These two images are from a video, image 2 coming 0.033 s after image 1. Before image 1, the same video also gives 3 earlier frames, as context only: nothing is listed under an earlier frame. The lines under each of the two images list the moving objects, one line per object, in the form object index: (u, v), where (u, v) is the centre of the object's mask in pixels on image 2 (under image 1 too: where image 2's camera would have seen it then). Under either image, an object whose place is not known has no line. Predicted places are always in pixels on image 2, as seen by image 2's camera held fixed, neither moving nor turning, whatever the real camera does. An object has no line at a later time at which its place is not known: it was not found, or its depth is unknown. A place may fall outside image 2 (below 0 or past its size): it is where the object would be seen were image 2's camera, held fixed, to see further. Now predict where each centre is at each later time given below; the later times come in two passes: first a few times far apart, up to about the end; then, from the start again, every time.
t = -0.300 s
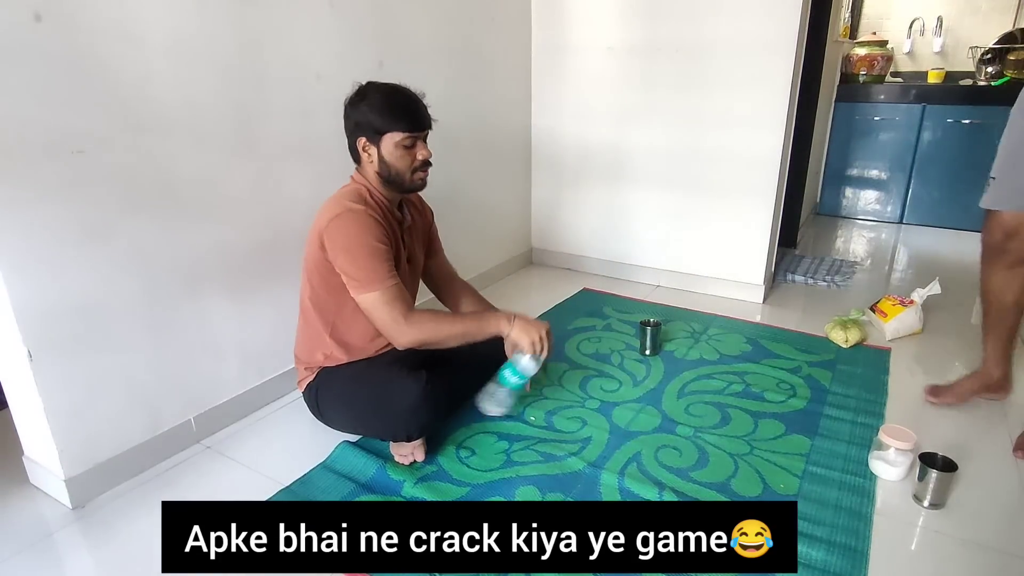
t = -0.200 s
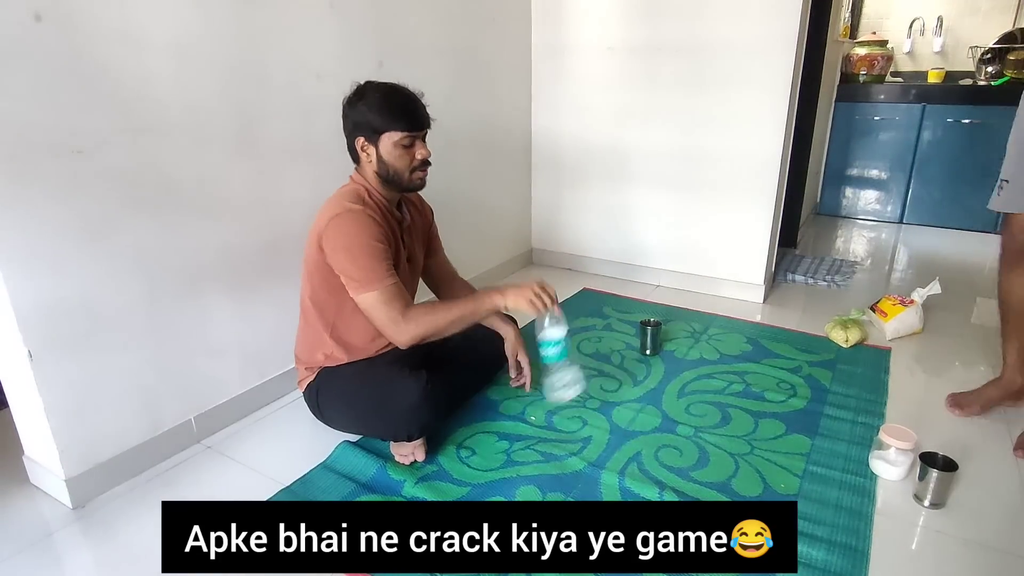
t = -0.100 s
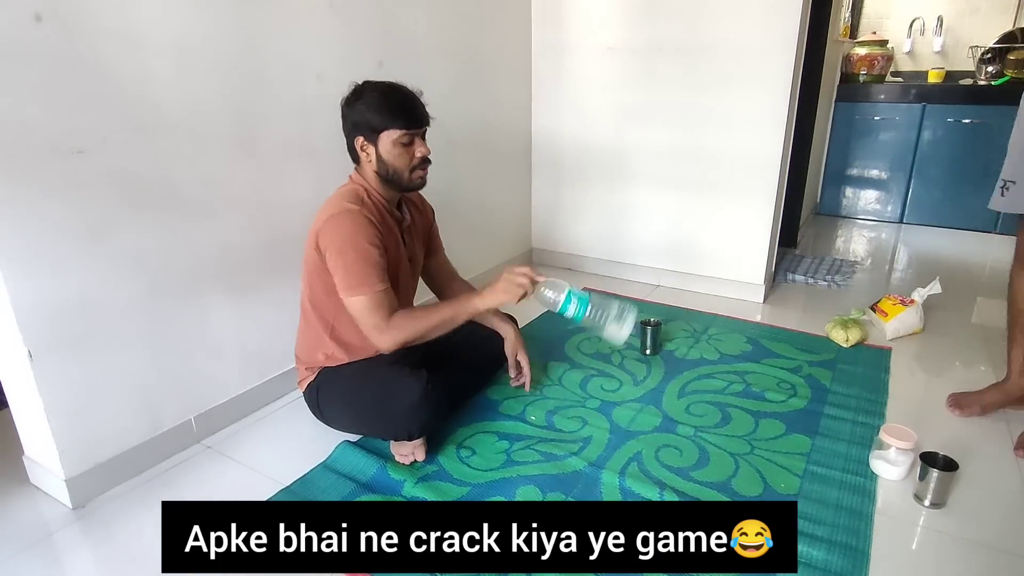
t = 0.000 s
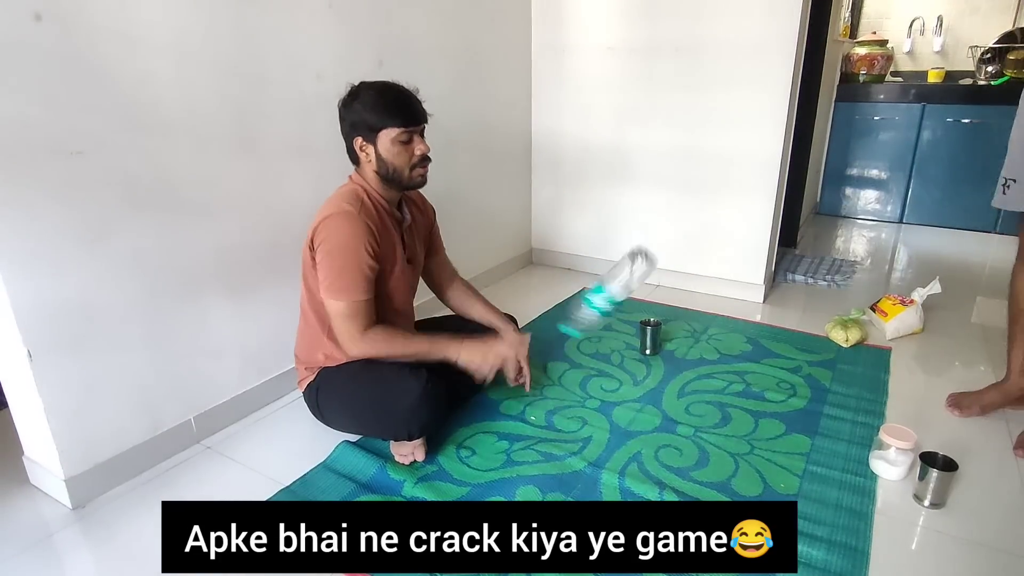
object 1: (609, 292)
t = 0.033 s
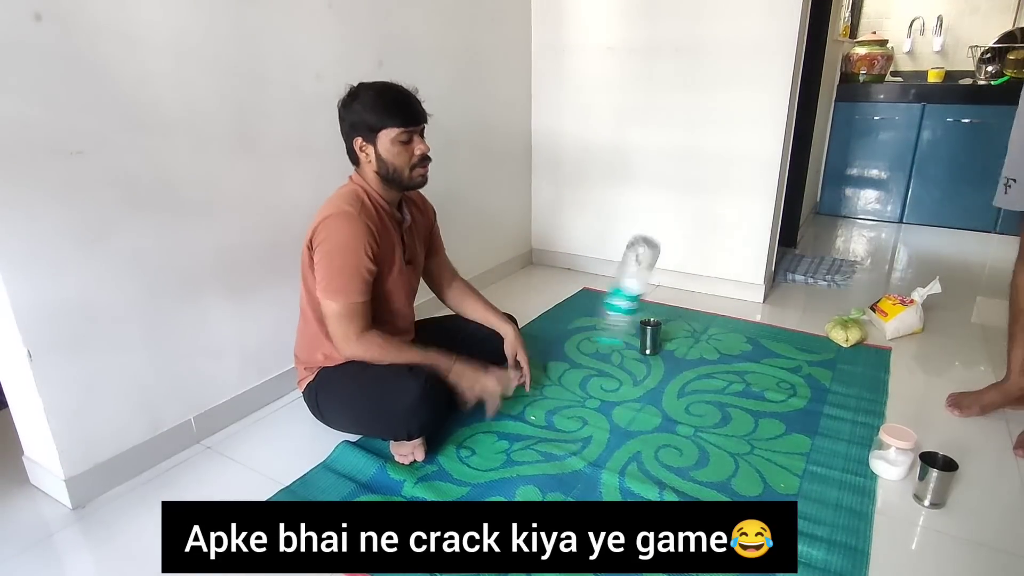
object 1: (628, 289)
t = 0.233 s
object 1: (700, 291)
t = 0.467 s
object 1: (693, 421)
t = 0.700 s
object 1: (686, 417)
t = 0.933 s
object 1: (687, 417)
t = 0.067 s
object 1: (647, 286)
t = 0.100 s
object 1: (665, 282)
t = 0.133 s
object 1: (677, 276)
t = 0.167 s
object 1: (690, 276)
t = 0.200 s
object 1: (700, 280)
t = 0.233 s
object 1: (700, 291)
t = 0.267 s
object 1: (699, 307)
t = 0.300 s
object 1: (696, 329)
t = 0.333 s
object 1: (695, 357)
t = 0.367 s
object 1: (695, 388)
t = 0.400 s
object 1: (694, 420)
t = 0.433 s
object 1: (694, 422)
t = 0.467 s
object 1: (693, 421)
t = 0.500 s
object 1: (690, 420)
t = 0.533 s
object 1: (688, 419)
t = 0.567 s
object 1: (686, 419)
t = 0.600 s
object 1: (684, 418)
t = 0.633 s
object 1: (684, 417)
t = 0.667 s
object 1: (684, 417)
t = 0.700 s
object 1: (686, 417)
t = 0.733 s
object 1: (689, 418)
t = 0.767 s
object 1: (690, 420)
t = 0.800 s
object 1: (691, 420)
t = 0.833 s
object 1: (690, 421)
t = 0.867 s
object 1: (689, 419)
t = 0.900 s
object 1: (688, 418)
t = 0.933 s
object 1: (687, 417)
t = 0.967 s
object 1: (687, 418)
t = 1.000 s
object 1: (688, 418)
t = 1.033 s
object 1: (689, 419)
